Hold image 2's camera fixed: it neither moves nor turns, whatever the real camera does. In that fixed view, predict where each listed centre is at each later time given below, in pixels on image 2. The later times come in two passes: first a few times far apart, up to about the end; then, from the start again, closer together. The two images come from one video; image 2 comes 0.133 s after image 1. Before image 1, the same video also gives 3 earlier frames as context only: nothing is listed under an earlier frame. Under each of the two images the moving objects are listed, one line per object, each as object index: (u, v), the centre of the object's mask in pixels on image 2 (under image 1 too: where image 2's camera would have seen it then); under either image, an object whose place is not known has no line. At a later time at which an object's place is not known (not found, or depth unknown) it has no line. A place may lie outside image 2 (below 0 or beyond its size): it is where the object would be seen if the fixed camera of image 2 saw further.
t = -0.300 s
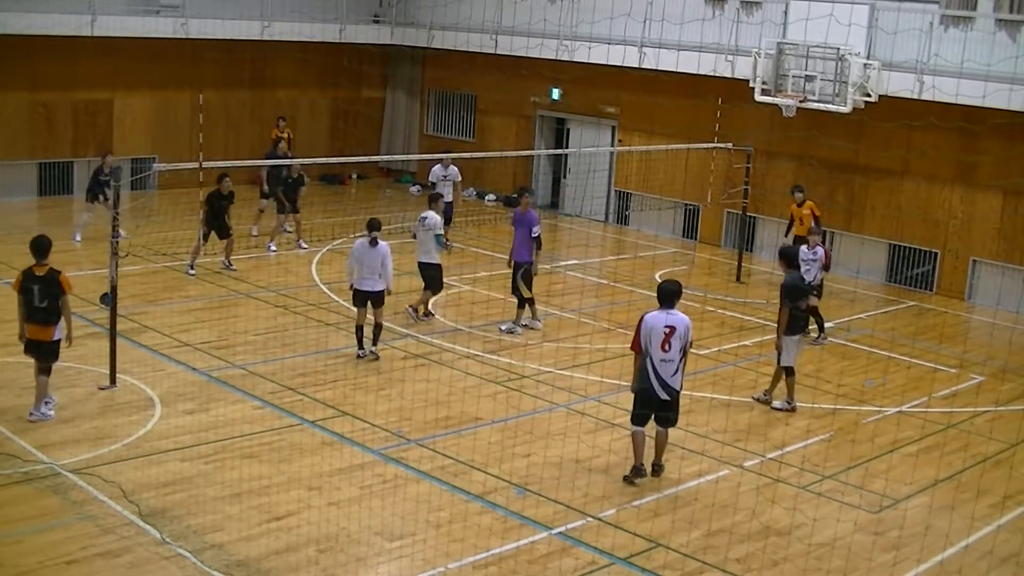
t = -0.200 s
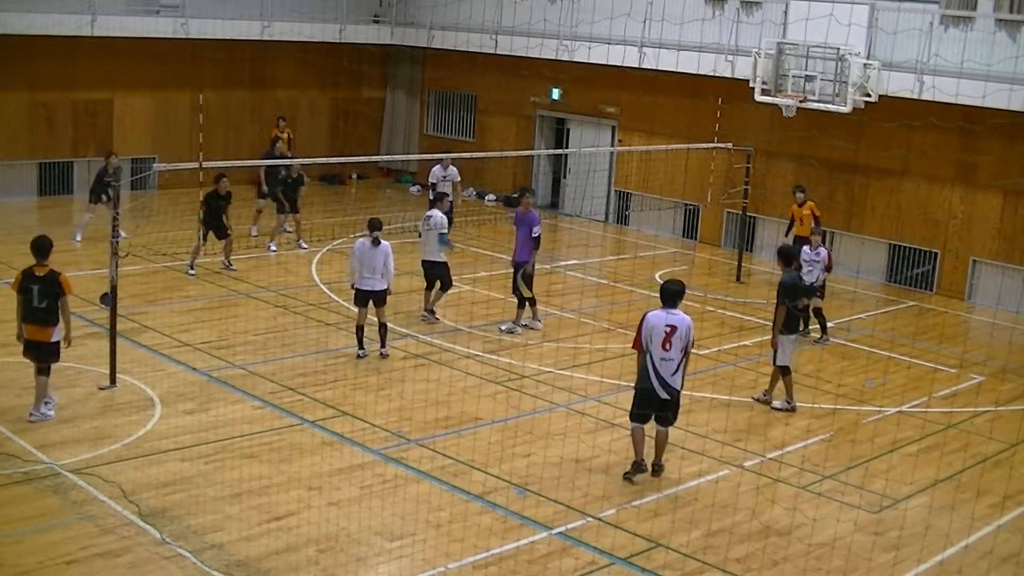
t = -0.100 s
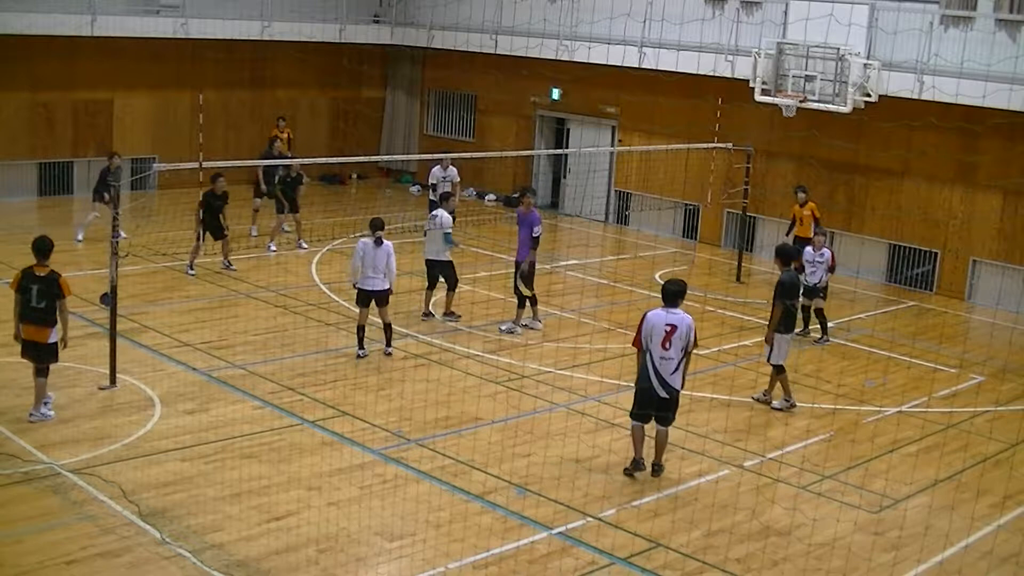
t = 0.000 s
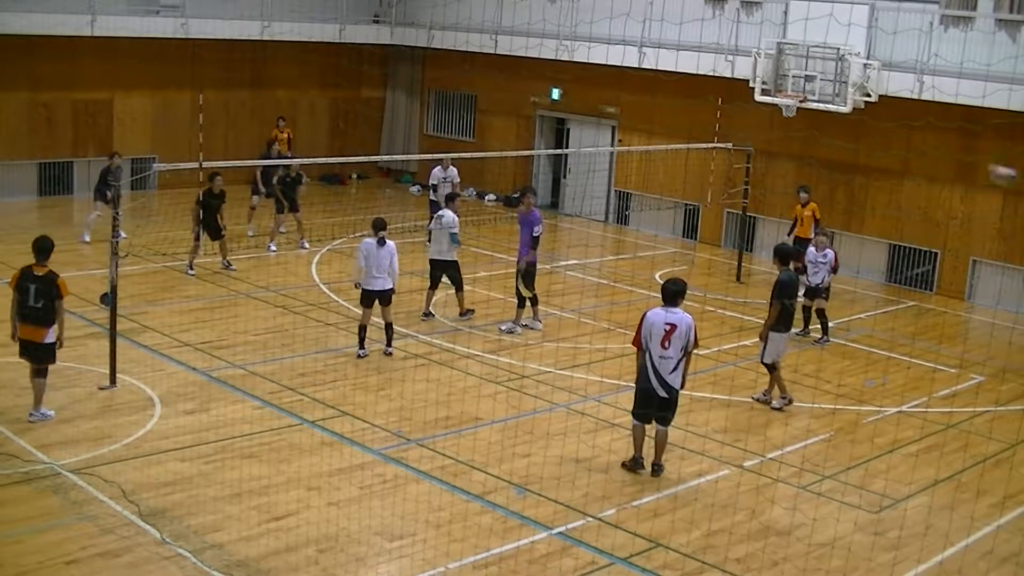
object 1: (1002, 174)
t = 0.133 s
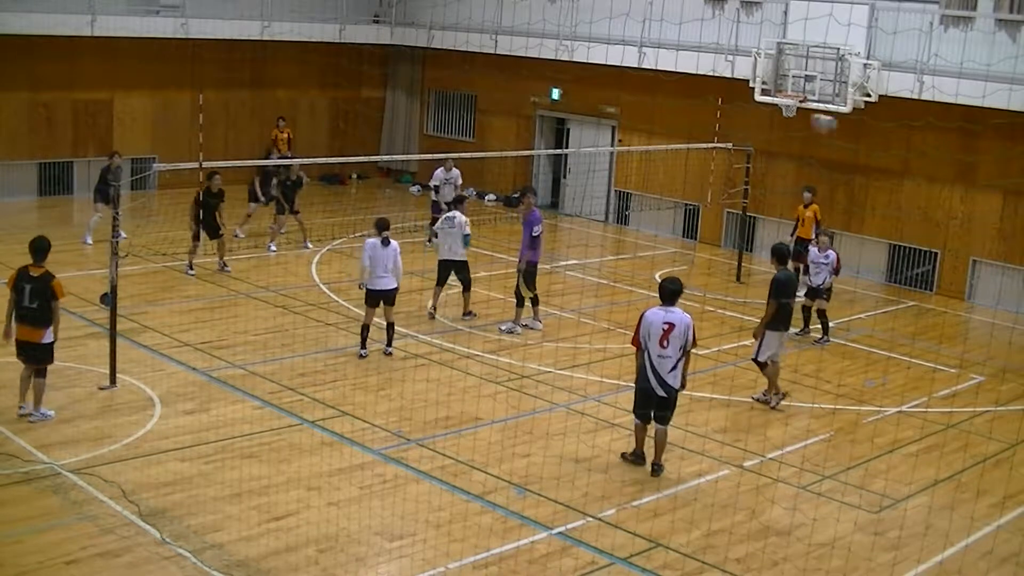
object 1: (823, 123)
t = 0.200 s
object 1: (747, 105)
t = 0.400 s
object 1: (561, 80)
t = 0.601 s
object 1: (424, 83)
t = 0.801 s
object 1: (318, 102)
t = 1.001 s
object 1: (237, 134)
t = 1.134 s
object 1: (192, 158)
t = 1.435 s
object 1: (201, 175)
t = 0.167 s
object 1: (784, 113)
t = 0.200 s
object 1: (747, 105)
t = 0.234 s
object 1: (712, 98)
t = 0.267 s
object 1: (679, 93)
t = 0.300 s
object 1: (647, 88)
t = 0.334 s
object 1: (617, 84)
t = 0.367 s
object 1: (587, 81)
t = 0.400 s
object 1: (561, 80)
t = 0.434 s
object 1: (535, 78)
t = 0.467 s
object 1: (510, 79)
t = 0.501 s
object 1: (488, 79)
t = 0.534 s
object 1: (466, 79)
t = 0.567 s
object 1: (443, 81)
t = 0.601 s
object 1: (424, 83)
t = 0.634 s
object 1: (405, 85)
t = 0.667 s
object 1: (385, 88)
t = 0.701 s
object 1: (368, 91)
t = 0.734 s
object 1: (350, 95)
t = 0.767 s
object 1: (333, 98)
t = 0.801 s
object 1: (318, 102)
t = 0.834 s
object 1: (303, 107)
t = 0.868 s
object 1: (288, 112)
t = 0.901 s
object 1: (275, 116)
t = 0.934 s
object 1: (261, 123)
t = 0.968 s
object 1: (248, 128)
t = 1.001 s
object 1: (237, 134)
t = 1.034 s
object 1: (225, 139)
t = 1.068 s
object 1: (213, 145)
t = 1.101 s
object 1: (203, 153)
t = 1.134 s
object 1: (192, 158)
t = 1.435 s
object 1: (201, 175)
